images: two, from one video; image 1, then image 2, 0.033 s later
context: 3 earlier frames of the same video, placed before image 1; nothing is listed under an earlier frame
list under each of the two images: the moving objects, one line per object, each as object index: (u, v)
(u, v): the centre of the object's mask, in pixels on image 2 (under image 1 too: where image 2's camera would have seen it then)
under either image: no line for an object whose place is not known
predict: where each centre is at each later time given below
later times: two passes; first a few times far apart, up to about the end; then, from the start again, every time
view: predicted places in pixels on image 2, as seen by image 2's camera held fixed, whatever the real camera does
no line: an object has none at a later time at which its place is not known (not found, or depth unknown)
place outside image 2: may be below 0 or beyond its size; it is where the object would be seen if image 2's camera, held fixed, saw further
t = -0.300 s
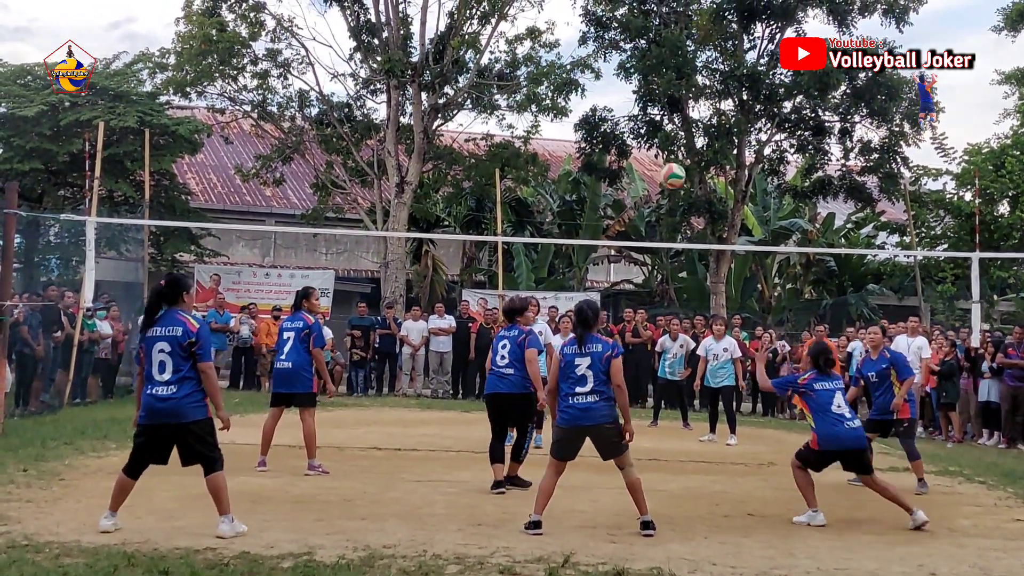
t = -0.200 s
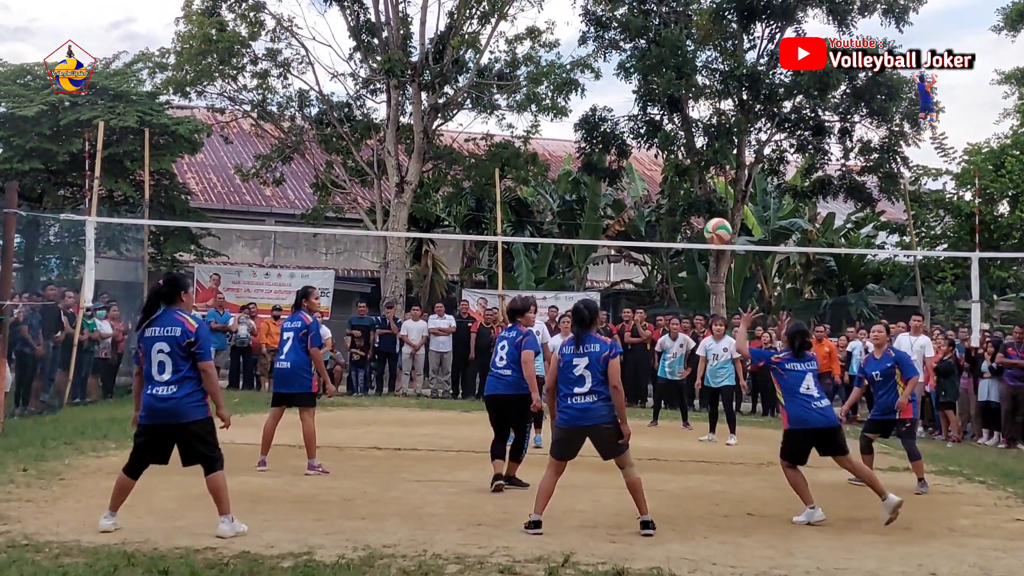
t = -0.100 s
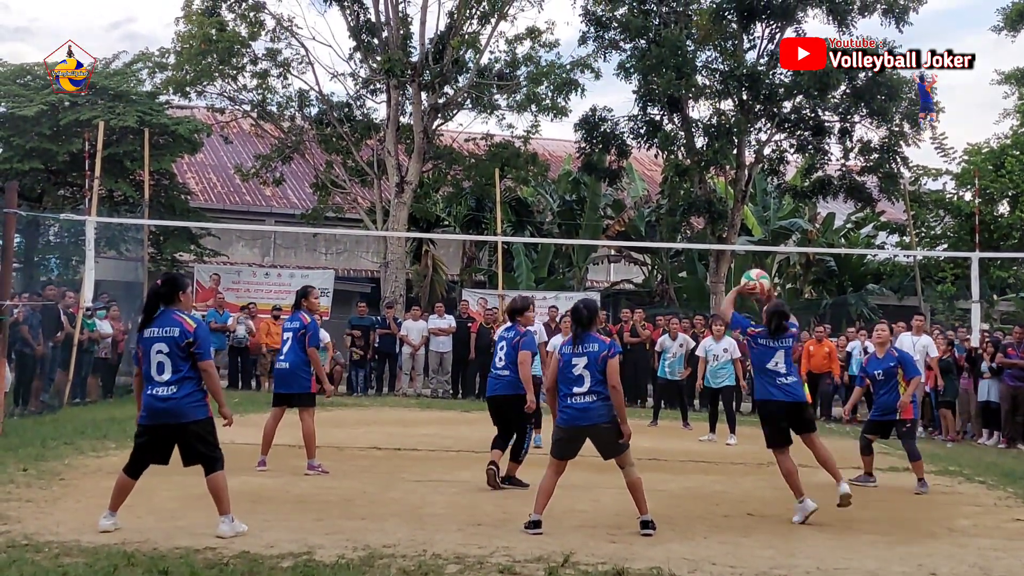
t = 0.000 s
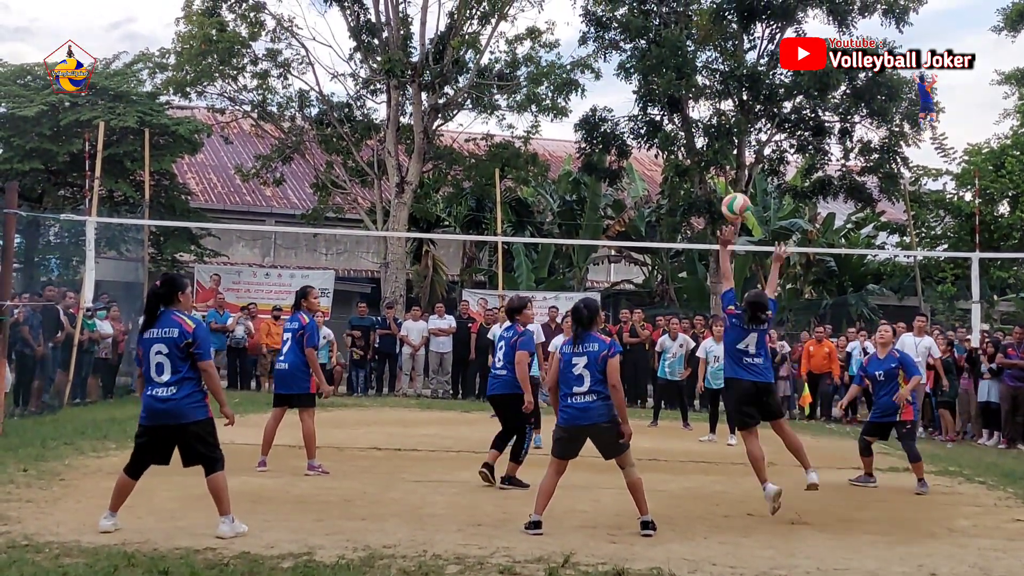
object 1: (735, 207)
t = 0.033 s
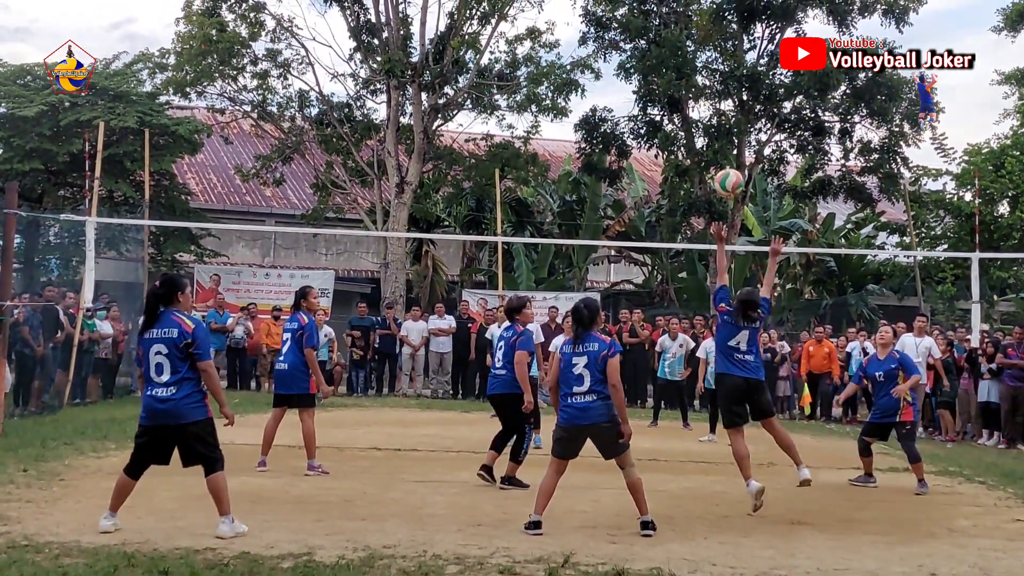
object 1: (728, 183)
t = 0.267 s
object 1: (678, 59)
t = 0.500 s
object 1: (627, 11)
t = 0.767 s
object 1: (570, 36)
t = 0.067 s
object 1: (721, 161)
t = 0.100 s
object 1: (714, 140)
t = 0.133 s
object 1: (707, 120)
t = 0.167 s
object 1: (699, 103)
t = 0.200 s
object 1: (693, 87)
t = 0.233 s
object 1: (685, 72)
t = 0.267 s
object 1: (678, 59)
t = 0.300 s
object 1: (671, 48)
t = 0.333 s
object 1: (663, 38)
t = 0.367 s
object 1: (656, 30)
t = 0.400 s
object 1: (649, 22)
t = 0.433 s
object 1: (642, 17)
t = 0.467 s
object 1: (635, 13)
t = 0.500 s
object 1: (627, 11)
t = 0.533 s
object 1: (620, 10)
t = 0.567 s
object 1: (613, 10)
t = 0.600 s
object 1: (605, 11)
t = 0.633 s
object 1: (598, 13)
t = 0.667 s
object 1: (592, 16)
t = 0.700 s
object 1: (585, 21)
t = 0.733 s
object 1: (577, 28)
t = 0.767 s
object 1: (570, 36)
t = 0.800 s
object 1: (563, 45)
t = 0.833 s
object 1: (556, 55)
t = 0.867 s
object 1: (549, 67)
